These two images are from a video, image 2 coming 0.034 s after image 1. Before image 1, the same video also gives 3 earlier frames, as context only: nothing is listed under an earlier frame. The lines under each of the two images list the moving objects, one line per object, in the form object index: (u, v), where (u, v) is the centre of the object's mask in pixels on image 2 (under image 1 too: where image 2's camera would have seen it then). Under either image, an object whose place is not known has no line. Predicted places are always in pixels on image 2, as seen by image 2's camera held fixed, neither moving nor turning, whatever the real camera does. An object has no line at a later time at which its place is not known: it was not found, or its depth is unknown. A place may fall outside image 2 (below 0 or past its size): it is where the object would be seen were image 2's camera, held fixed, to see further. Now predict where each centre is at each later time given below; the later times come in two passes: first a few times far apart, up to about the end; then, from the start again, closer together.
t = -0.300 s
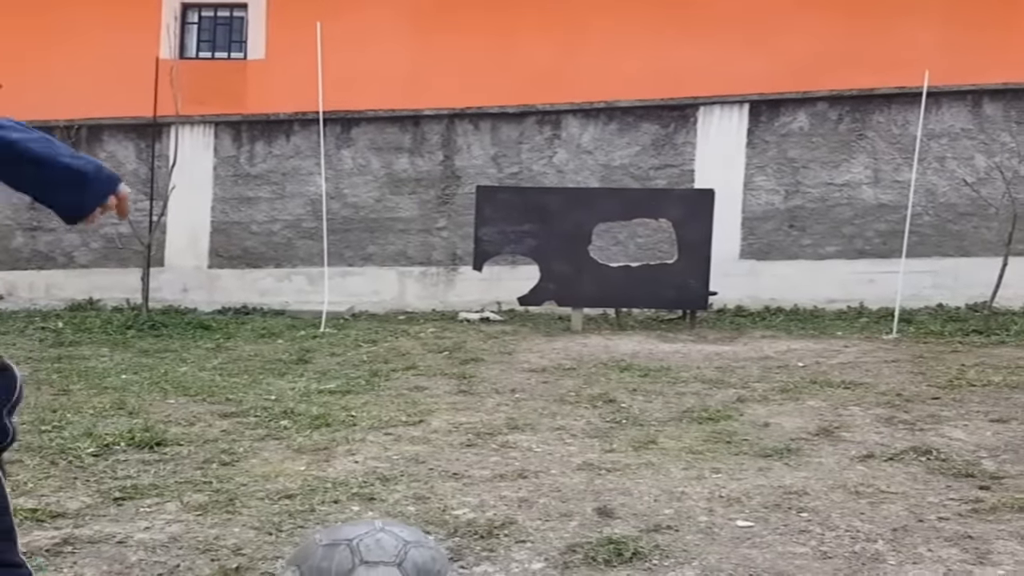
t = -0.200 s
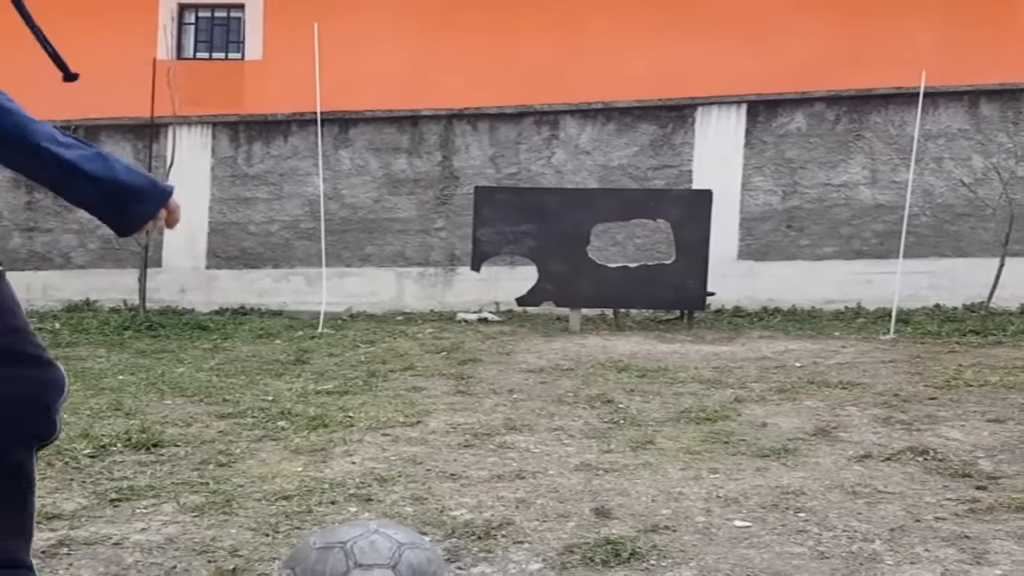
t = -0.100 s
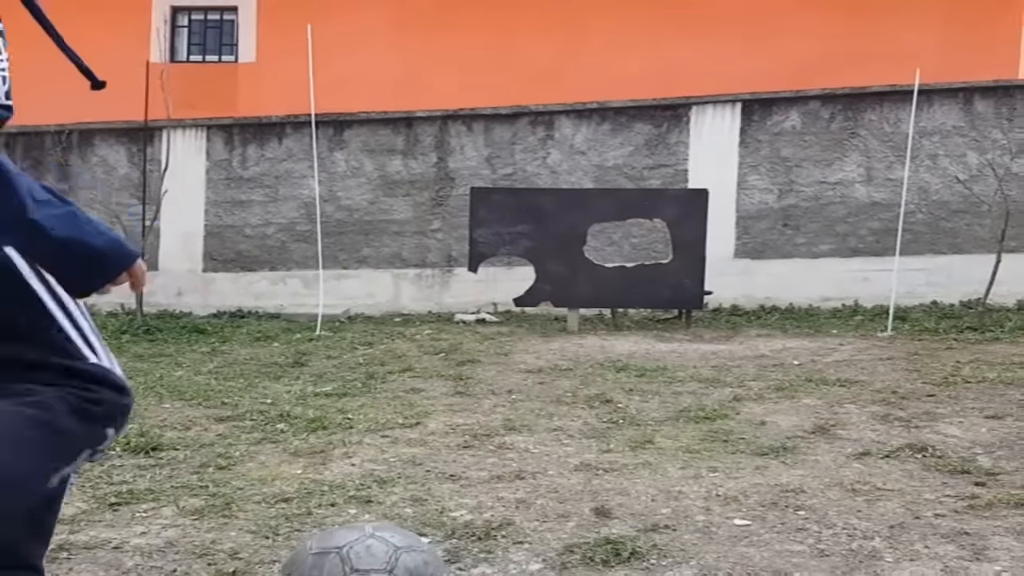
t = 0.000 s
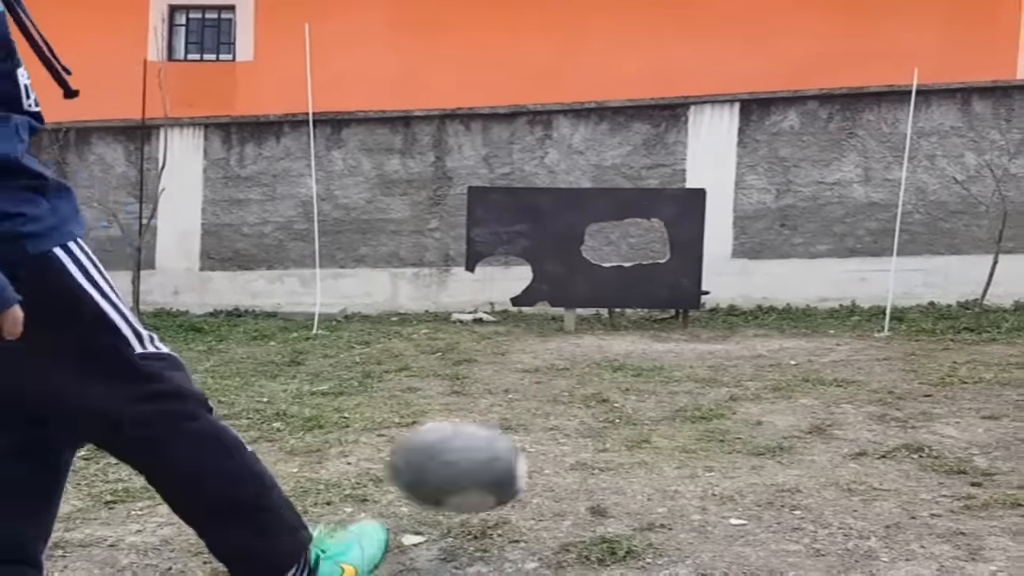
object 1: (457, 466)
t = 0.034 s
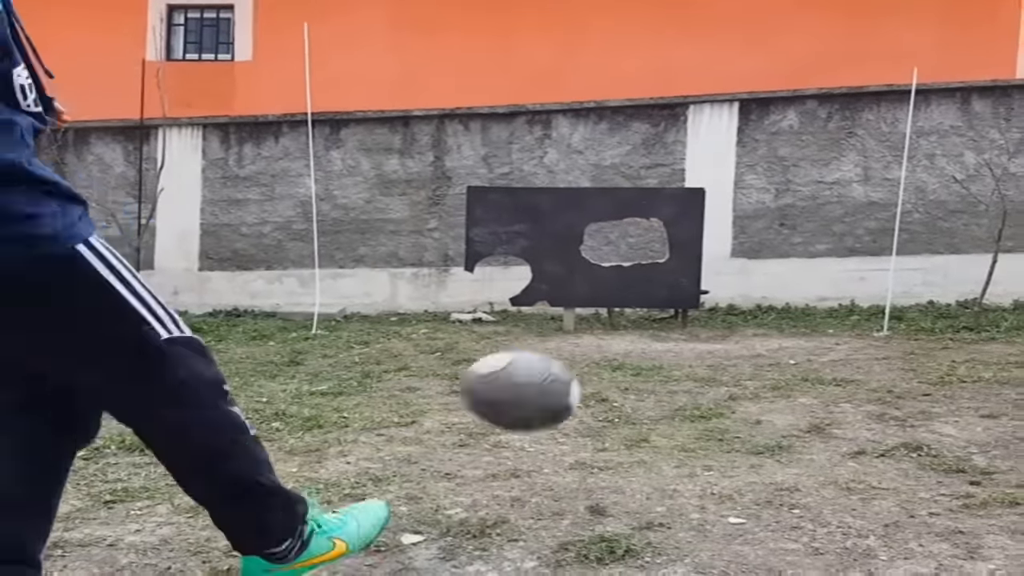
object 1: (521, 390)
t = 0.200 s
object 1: (681, 217)
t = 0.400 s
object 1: (754, 185)
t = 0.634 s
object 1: (797, 215)
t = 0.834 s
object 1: (886, 285)
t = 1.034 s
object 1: (834, 307)
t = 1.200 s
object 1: (801, 283)
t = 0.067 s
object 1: (568, 334)
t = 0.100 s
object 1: (607, 291)
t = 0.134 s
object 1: (637, 260)
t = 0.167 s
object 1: (662, 236)
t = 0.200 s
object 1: (681, 217)
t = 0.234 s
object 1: (699, 205)
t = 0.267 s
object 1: (713, 198)
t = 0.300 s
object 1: (725, 193)
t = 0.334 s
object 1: (735, 188)
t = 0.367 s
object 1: (745, 186)
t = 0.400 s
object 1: (754, 185)
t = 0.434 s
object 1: (760, 186)
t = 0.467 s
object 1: (768, 189)
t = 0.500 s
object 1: (774, 193)
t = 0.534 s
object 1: (779, 197)
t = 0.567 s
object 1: (784, 204)
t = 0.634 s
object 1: (797, 215)
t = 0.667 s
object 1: (809, 222)
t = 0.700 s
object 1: (824, 230)
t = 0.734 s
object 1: (840, 240)
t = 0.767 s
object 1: (856, 253)
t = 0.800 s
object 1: (870, 270)
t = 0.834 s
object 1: (886, 285)
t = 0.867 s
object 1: (876, 288)
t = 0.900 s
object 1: (866, 291)
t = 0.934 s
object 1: (858, 295)
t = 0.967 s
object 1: (849, 301)
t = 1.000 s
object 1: (841, 309)
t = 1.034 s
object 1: (834, 307)
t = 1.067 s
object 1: (827, 299)
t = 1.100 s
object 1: (821, 293)
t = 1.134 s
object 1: (814, 289)
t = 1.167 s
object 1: (808, 285)
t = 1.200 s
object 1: (801, 283)
